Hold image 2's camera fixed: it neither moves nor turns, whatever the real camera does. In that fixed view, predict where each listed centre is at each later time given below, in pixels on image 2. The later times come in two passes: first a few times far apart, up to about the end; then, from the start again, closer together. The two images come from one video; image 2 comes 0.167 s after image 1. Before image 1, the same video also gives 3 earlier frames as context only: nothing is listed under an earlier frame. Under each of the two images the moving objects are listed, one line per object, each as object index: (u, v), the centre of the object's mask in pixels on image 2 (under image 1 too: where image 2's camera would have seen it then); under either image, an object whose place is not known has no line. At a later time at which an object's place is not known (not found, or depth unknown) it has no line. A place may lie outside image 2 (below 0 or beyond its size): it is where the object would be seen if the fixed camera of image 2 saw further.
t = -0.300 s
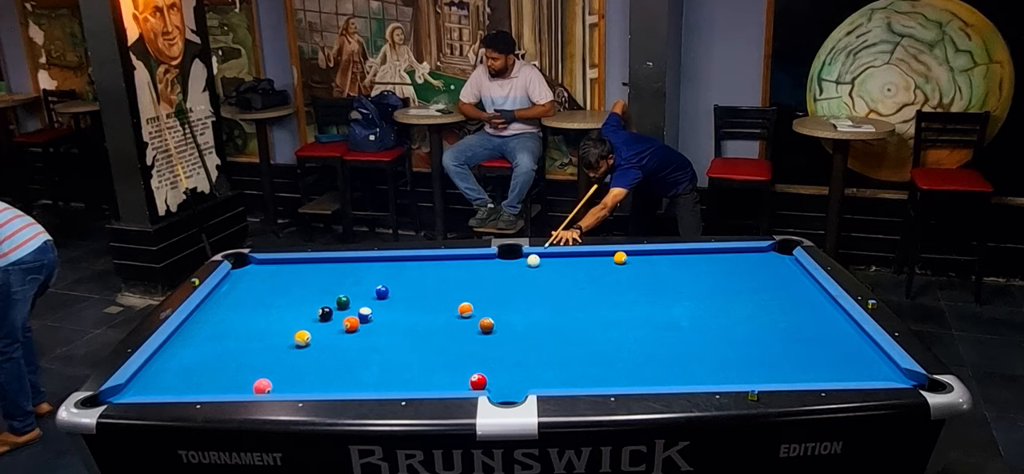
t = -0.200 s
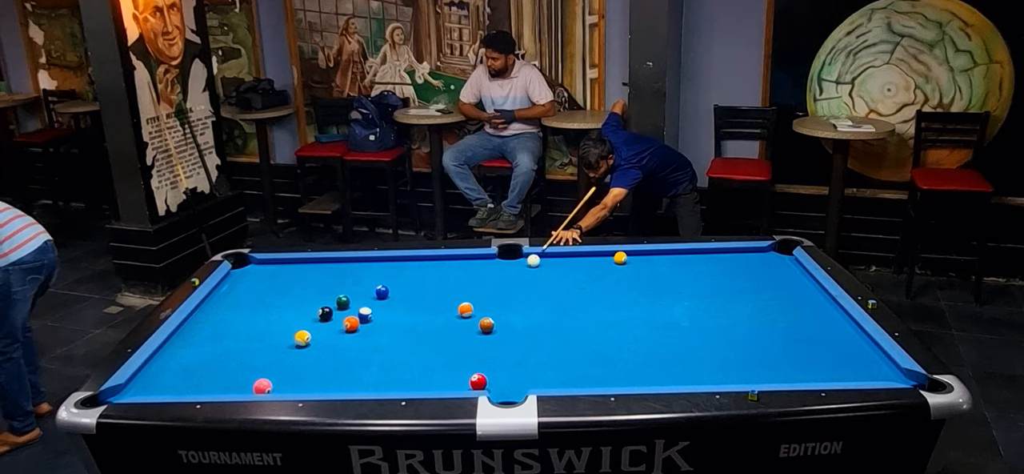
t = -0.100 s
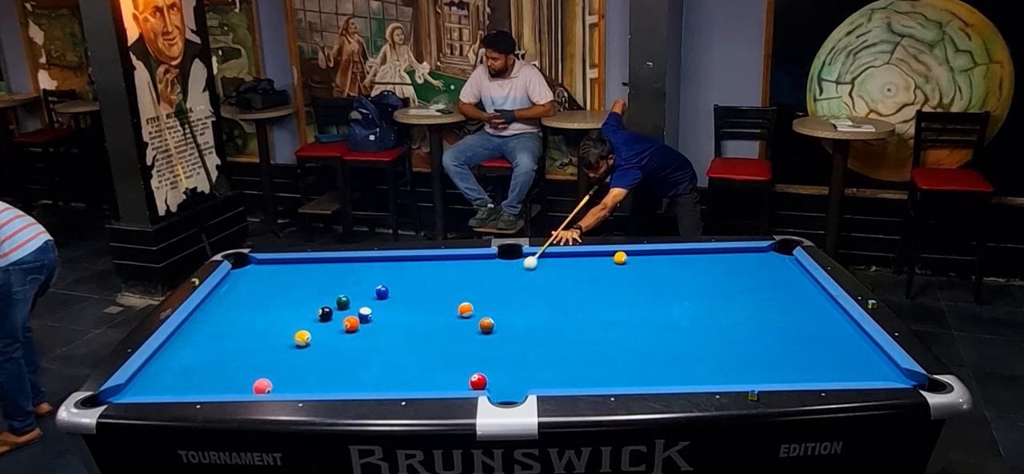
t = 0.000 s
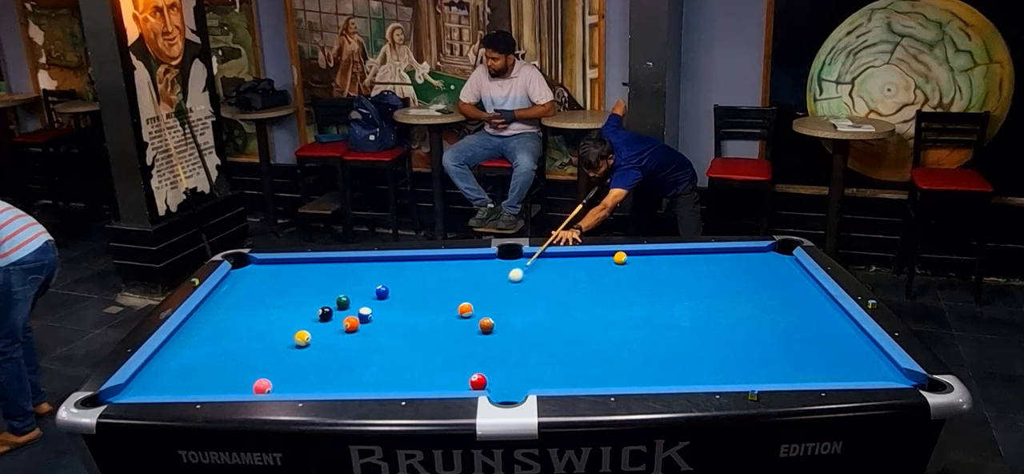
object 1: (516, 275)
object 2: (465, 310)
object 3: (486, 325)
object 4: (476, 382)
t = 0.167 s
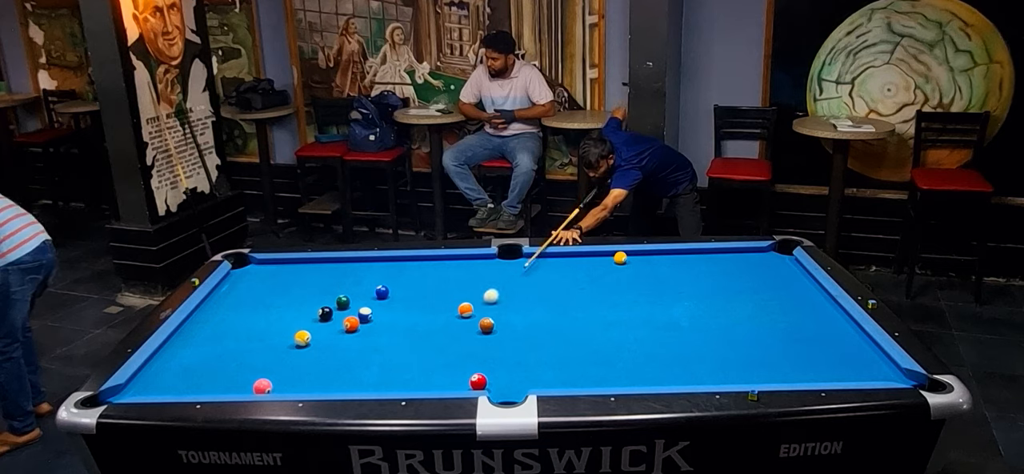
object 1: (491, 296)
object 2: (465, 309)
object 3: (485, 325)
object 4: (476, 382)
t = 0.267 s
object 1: (481, 308)
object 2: (458, 311)
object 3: (485, 325)
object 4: (476, 382)
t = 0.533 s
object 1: (491, 321)
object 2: (408, 324)
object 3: (486, 337)
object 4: (476, 382)
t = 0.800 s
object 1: (499, 326)
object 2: (360, 337)
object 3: (485, 357)
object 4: (476, 382)
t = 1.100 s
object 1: (507, 332)
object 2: (305, 350)
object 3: (488, 375)
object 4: (474, 384)
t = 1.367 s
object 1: (514, 337)
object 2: (255, 363)
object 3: (500, 382)
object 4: (469, 384)
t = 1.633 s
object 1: (520, 341)
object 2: (204, 376)
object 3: (510, 387)
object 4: (466, 379)
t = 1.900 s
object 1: (524, 344)
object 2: (154, 388)
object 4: (465, 373)
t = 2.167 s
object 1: (529, 347)
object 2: (104, 403)
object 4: (464, 369)
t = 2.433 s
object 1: (532, 349)
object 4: (463, 367)
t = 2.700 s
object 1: (535, 351)
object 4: (462, 365)
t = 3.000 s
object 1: (536, 352)
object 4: (462, 363)
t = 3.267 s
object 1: (536, 352)
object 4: (462, 363)
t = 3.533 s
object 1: (536, 352)
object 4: (462, 363)
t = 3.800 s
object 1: (536, 352)
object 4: (462, 363)
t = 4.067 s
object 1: (536, 352)
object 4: (462, 363)
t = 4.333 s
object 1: (536, 352)
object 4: (462, 363)
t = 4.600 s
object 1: (536, 352)
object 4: (462, 363)
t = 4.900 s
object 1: (536, 352)
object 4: (462, 363)
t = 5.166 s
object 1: (536, 352)
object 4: (462, 363)
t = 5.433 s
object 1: (536, 352)
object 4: (462, 363)
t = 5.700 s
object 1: (536, 352)
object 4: (462, 363)
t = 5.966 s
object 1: (536, 352)
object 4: (462, 363)
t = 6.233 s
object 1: (536, 352)
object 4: (462, 363)
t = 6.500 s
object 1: (536, 352)
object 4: (462, 363)
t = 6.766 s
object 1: (536, 352)
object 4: (462, 363)
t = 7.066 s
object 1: (536, 352)
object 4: (462, 363)
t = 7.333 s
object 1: (536, 352)
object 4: (462, 363)
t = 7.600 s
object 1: (536, 352)
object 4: (462, 363)
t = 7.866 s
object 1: (536, 352)
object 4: (462, 363)
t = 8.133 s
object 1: (536, 352)
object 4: (462, 363)
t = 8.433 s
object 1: (536, 352)
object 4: (462, 363)
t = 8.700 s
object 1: (536, 352)
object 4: (462, 363)
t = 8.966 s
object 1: (536, 352)
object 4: (462, 363)
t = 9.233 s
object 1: (536, 352)
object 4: (462, 363)
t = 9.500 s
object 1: (536, 352)
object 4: (462, 363)
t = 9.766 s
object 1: (536, 352)
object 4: (462, 363)
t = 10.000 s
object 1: (536, 352)
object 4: (462, 363)
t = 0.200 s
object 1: (485, 300)
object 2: (465, 309)
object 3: (485, 325)
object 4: (476, 382)
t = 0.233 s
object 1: (480, 305)
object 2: (465, 309)
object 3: (485, 325)
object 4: (476, 382)
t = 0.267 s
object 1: (481, 308)
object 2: (458, 311)
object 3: (485, 325)
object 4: (476, 382)
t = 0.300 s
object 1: (483, 310)
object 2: (451, 313)
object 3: (485, 325)
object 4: (476, 382)
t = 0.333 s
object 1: (485, 313)
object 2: (444, 315)
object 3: (486, 325)
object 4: (476, 382)
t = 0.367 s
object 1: (486, 314)
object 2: (438, 316)
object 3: (486, 325)
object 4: (476, 382)
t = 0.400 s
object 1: (487, 316)
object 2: (432, 318)
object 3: (485, 327)
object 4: (476, 382)
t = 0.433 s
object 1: (488, 317)
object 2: (426, 319)
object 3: (485, 330)
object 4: (476, 382)
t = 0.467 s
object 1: (489, 318)
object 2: (420, 321)
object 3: (485, 333)
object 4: (476, 382)
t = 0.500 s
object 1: (490, 319)
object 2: (414, 323)
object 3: (485, 335)
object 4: (476, 382)
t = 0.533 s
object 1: (491, 321)
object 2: (408, 324)
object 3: (486, 337)
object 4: (476, 382)
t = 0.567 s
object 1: (492, 321)
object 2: (402, 325)
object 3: (485, 339)
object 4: (476, 382)
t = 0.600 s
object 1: (493, 322)
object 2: (396, 327)
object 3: (485, 342)
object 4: (476, 382)
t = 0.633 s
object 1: (494, 323)
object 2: (390, 329)
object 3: (486, 344)
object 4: (476, 382)
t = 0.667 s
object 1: (495, 323)
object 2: (384, 330)
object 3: (486, 346)
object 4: (476, 382)
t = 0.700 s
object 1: (496, 324)
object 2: (378, 332)
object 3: (486, 349)
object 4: (476, 382)
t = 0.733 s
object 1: (497, 325)
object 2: (372, 333)
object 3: (486, 351)
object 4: (476, 382)
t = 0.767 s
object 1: (498, 325)
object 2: (366, 335)
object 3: (485, 354)
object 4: (476, 382)
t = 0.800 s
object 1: (499, 326)
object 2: (360, 337)
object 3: (485, 357)
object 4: (476, 382)
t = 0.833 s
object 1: (500, 327)
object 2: (354, 338)
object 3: (486, 359)
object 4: (476, 382)
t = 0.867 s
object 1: (501, 328)
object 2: (348, 339)
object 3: (485, 361)
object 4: (476, 382)
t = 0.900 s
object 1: (502, 328)
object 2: (342, 341)
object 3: (486, 363)
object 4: (476, 382)
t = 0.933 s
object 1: (503, 329)
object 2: (335, 343)
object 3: (486, 366)
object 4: (476, 382)
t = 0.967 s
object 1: (504, 330)
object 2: (329, 344)
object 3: (486, 368)
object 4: (476, 382)
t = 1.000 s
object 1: (505, 330)
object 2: (323, 346)
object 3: (487, 370)
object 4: (476, 382)
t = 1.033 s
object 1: (506, 331)
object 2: (317, 347)
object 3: (487, 373)
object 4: (476, 382)
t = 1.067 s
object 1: (506, 332)
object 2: (311, 349)
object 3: (488, 374)
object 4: (475, 382)
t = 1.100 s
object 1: (507, 332)
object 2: (305, 350)
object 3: (488, 375)
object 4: (474, 384)
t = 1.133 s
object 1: (508, 333)
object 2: (298, 352)
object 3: (490, 376)
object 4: (473, 385)
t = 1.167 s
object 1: (509, 333)
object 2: (292, 353)
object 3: (491, 377)
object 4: (472, 385)
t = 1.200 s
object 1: (510, 334)
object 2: (286, 355)
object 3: (493, 378)
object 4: (471, 385)
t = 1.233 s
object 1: (511, 335)
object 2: (280, 357)
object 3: (494, 379)
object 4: (471, 385)
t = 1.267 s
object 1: (512, 335)
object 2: (273, 358)
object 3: (496, 379)
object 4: (471, 385)
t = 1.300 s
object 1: (512, 336)
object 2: (267, 360)
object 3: (497, 380)
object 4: (470, 385)
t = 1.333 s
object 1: (513, 336)
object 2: (261, 361)
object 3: (498, 381)
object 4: (469, 385)
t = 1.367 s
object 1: (514, 337)
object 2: (255, 363)
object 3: (500, 382)
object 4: (469, 384)
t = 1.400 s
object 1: (515, 337)
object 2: (249, 365)
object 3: (501, 382)
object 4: (468, 383)
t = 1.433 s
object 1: (515, 338)
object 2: (242, 366)
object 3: (502, 383)
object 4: (468, 383)
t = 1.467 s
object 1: (516, 338)
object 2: (236, 367)
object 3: (504, 384)
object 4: (467, 382)
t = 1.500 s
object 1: (517, 339)
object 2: (230, 369)
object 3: (505, 385)
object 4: (467, 382)
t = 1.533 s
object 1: (517, 339)
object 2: (223, 371)
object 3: (506, 385)
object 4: (467, 381)
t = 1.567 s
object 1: (518, 340)
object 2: (217, 372)
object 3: (507, 386)
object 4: (467, 381)
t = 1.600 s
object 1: (519, 340)
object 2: (211, 374)
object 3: (509, 387)
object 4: (466, 380)
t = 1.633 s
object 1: (520, 341)
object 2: (204, 376)
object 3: (510, 387)
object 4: (466, 379)
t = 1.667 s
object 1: (520, 341)
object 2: (198, 378)
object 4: (466, 378)
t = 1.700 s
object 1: (521, 342)
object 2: (192, 379)
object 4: (466, 378)
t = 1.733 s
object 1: (522, 342)
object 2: (186, 381)
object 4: (466, 376)
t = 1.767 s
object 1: (522, 343)
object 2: (179, 383)
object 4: (466, 375)
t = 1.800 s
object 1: (523, 343)
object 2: (173, 384)
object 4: (465, 376)
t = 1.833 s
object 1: (523, 344)
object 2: (166, 386)
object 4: (465, 374)
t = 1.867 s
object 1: (524, 344)
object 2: (161, 387)
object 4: (465, 374)
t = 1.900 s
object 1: (524, 344)
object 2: (154, 388)
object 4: (465, 373)
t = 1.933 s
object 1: (525, 345)
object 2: (147, 389)
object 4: (465, 373)
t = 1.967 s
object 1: (526, 345)
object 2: (141, 390)
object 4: (465, 372)
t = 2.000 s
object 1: (526, 346)
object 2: (135, 391)
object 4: (465, 372)
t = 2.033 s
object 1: (527, 346)
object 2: (128, 393)
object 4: (464, 371)
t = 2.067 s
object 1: (527, 346)
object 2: (122, 394)
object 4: (464, 371)
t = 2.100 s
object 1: (528, 347)
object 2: (116, 396)
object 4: (464, 370)
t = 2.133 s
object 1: (528, 347)
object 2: (110, 399)
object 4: (464, 370)
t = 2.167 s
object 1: (529, 347)
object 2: (104, 403)
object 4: (464, 369)
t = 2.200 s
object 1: (529, 347)
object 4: (464, 369)
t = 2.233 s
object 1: (530, 348)
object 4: (464, 369)
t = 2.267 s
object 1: (530, 348)
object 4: (464, 368)
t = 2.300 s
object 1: (530, 348)
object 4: (463, 368)
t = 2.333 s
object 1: (531, 349)
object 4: (463, 367)
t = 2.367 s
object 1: (531, 349)
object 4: (463, 367)
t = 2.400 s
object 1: (532, 349)
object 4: (463, 367)
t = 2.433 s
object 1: (532, 349)
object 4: (463, 367)
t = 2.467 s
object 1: (532, 349)
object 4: (463, 366)
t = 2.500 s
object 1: (533, 350)
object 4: (463, 366)
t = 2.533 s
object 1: (533, 350)
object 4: (463, 366)
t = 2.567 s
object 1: (534, 350)
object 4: (463, 366)
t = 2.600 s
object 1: (534, 350)
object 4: (463, 365)
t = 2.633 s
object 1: (534, 350)
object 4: (463, 365)
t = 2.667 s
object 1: (534, 351)
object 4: (462, 365)
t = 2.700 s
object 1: (535, 351)
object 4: (462, 365)
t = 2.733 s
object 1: (535, 351)
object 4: (462, 364)
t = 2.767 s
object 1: (535, 351)
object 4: (462, 364)
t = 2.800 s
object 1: (535, 351)
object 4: (462, 364)
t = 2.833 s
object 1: (535, 351)
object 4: (462, 364)
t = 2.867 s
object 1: (536, 351)
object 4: (462, 364)
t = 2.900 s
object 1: (536, 352)
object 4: (462, 364)
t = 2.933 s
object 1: (536, 352)
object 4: (462, 363)
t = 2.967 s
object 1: (536, 352)
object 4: (462, 363)
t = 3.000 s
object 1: (536, 352)
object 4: (462, 363)
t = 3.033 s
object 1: (536, 352)
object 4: (462, 363)
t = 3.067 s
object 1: (536, 352)
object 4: (462, 363)
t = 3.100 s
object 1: (536, 352)
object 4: (462, 363)
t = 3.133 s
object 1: (536, 352)
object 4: (462, 363)
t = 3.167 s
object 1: (536, 352)
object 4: (462, 363)
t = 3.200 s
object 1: (536, 352)
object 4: (462, 363)
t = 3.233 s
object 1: (536, 352)
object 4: (462, 363)
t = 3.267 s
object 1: (536, 352)
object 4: (462, 363)
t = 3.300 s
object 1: (536, 352)
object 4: (462, 363)
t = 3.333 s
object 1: (536, 352)
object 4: (462, 363)
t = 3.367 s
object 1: (536, 352)
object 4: (462, 363)
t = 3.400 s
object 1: (536, 352)
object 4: (462, 363)
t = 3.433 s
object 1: (536, 352)
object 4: (462, 363)
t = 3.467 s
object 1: (536, 352)
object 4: (462, 363)
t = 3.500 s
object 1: (536, 352)
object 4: (462, 363)
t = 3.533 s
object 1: (536, 352)
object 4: (462, 363)
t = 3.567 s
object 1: (536, 352)
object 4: (462, 363)
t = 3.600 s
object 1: (536, 352)
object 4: (462, 363)
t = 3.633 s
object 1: (536, 352)
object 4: (462, 363)
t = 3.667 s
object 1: (536, 352)
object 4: (462, 363)
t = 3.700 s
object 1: (536, 352)
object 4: (462, 363)
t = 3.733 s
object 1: (536, 352)
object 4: (462, 363)
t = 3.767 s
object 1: (536, 352)
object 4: (462, 363)
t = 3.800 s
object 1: (536, 352)
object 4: (462, 363)
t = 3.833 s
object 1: (536, 352)
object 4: (462, 363)
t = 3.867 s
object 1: (536, 352)
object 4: (462, 363)
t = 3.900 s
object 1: (536, 352)
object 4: (462, 363)
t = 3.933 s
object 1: (536, 352)
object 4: (462, 363)
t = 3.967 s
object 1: (536, 352)
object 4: (462, 363)
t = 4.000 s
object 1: (536, 352)
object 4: (462, 363)
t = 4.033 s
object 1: (536, 352)
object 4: (462, 363)
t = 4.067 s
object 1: (536, 352)
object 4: (462, 363)
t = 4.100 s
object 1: (536, 352)
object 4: (462, 363)
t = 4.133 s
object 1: (536, 352)
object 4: (462, 363)
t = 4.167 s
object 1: (536, 352)
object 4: (462, 363)
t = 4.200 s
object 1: (536, 352)
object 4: (462, 363)
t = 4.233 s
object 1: (536, 352)
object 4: (462, 363)
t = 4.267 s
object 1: (536, 352)
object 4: (462, 363)
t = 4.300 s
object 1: (536, 352)
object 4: (462, 363)
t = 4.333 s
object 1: (536, 352)
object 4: (462, 363)
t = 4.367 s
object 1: (536, 352)
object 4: (462, 363)
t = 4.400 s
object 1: (536, 352)
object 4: (462, 363)
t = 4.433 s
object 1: (536, 352)
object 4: (462, 363)
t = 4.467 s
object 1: (536, 352)
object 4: (462, 363)
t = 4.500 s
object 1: (536, 352)
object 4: (462, 363)
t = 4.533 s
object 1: (536, 352)
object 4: (462, 363)
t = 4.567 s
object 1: (536, 352)
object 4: (462, 363)
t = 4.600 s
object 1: (536, 352)
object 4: (462, 363)
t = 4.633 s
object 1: (536, 352)
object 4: (462, 363)
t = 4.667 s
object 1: (536, 352)
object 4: (462, 363)
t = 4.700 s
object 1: (536, 352)
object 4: (462, 363)
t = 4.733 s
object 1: (536, 352)
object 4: (462, 363)
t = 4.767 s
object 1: (536, 352)
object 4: (462, 363)
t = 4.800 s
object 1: (536, 352)
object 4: (462, 363)
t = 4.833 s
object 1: (536, 352)
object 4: (462, 363)
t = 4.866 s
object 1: (536, 352)
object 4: (462, 363)
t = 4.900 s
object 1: (536, 352)
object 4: (462, 363)
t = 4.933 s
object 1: (536, 352)
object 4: (462, 363)
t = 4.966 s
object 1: (536, 352)
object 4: (462, 363)
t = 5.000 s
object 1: (536, 352)
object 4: (462, 363)
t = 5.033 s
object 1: (536, 352)
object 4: (462, 363)
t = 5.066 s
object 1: (536, 352)
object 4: (462, 363)
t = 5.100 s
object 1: (536, 352)
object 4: (462, 363)
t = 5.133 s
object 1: (536, 352)
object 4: (462, 363)
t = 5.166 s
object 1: (536, 352)
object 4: (462, 363)
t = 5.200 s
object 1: (536, 352)
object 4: (462, 363)
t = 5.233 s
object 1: (536, 352)
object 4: (462, 363)
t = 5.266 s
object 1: (536, 352)
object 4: (462, 363)
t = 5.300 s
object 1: (536, 352)
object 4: (462, 363)
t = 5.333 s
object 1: (536, 352)
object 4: (462, 363)
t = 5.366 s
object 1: (536, 352)
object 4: (462, 363)
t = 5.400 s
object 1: (536, 352)
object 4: (462, 363)
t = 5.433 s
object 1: (536, 352)
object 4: (462, 363)
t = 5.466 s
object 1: (536, 352)
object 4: (462, 363)
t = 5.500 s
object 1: (536, 352)
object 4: (462, 363)
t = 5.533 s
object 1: (536, 352)
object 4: (462, 363)
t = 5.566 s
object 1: (536, 352)
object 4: (462, 363)
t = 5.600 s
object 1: (536, 352)
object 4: (462, 363)
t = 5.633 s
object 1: (536, 352)
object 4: (462, 363)
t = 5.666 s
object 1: (536, 352)
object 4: (462, 363)
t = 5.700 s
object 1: (536, 352)
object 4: (462, 363)
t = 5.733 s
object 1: (536, 352)
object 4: (462, 363)
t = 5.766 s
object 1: (536, 352)
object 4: (462, 363)
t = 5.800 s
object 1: (536, 352)
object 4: (462, 363)
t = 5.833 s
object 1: (536, 352)
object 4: (462, 363)
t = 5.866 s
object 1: (536, 352)
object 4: (462, 363)
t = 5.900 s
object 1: (536, 352)
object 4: (462, 363)
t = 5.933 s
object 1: (536, 352)
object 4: (462, 363)
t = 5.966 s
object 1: (536, 352)
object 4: (462, 363)
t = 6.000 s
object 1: (536, 352)
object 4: (462, 363)
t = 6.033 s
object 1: (536, 352)
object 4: (462, 363)
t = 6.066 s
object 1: (536, 352)
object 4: (462, 363)
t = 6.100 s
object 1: (536, 352)
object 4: (462, 363)
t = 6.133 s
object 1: (536, 352)
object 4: (462, 363)
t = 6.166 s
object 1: (536, 352)
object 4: (462, 363)
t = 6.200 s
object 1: (536, 352)
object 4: (462, 363)
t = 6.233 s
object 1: (536, 352)
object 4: (462, 363)
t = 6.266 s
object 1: (536, 352)
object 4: (462, 363)
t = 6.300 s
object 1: (536, 352)
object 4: (462, 363)
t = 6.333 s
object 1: (536, 352)
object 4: (462, 363)
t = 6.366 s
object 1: (536, 352)
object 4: (462, 363)
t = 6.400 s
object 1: (536, 352)
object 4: (462, 363)
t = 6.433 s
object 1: (536, 352)
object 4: (462, 363)
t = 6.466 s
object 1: (536, 352)
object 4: (462, 363)
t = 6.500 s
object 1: (536, 352)
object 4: (462, 363)
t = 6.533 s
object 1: (536, 352)
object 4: (462, 363)
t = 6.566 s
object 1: (536, 352)
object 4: (462, 363)
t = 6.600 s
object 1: (536, 352)
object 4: (462, 363)
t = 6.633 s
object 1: (536, 352)
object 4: (462, 363)
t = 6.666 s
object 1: (536, 352)
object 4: (462, 363)
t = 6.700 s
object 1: (536, 352)
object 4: (462, 363)
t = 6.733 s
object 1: (536, 352)
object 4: (462, 363)
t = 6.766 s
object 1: (536, 352)
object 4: (462, 363)
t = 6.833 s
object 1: (536, 352)
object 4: (462, 363)
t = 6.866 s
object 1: (536, 352)
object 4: (462, 363)
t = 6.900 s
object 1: (536, 352)
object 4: (462, 363)
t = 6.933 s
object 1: (536, 352)
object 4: (462, 363)
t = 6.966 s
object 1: (536, 352)
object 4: (462, 363)
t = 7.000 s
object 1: (536, 352)
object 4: (462, 363)
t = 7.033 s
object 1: (536, 352)
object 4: (462, 363)
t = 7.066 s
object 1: (536, 352)
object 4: (462, 363)
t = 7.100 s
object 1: (536, 352)
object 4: (462, 363)
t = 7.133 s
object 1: (536, 352)
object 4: (462, 363)
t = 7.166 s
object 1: (536, 352)
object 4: (462, 363)
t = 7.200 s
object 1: (536, 352)
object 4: (462, 363)
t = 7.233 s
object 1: (536, 352)
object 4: (462, 363)
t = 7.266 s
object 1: (536, 352)
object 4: (462, 363)
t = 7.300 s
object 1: (536, 352)
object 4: (462, 363)
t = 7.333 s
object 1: (536, 352)
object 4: (462, 363)
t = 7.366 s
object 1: (536, 352)
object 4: (462, 363)
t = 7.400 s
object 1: (536, 352)
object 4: (462, 363)
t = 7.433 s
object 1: (536, 352)
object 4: (462, 363)
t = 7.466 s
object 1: (536, 352)
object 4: (462, 363)
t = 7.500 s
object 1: (536, 352)
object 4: (462, 363)
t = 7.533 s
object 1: (536, 352)
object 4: (462, 363)
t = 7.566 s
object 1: (536, 352)
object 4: (462, 363)
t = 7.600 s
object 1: (536, 352)
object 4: (462, 363)
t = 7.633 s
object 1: (536, 352)
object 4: (462, 363)
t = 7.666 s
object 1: (536, 352)
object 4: (462, 363)
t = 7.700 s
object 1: (536, 352)
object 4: (462, 363)
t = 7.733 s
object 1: (536, 352)
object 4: (462, 363)
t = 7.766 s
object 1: (536, 352)
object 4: (462, 363)
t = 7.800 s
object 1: (536, 352)
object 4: (462, 363)
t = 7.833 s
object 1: (536, 352)
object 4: (462, 363)
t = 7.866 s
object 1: (536, 352)
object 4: (462, 363)
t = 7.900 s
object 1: (536, 352)
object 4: (462, 363)
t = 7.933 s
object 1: (536, 352)
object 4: (462, 363)
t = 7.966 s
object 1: (536, 352)
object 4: (462, 363)
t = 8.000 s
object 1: (536, 352)
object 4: (462, 363)
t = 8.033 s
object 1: (536, 352)
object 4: (462, 363)
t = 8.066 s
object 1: (536, 352)
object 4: (462, 363)
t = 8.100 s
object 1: (536, 352)
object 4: (462, 363)
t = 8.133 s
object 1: (536, 352)
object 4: (462, 363)
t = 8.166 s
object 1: (536, 352)
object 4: (462, 363)
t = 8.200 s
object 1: (536, 352)
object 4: (462, 363)
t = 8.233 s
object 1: (536, 352)
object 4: (462, 363)
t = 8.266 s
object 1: (536, 352)
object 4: (462, 363)
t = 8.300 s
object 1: (536, 352)
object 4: (462, 363)
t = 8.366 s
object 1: (536, 352)
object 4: (462, 363)
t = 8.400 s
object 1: (536, 352)
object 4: (462, 363)
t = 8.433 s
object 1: (536, 352)
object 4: (462, 363)
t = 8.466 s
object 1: (536, 352)
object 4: (462, 363)
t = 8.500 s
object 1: (536, 352)
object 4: (462, 363)
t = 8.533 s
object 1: (536, 352)
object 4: (462, 363)
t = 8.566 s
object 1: (536, 352)
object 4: (462, 363)
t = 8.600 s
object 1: (536, 352)
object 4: (462, 363)
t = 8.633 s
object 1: (536, 352)
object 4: (462, 363)
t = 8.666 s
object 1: (536, 352)
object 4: (462, 363)
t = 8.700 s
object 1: (536, 352)
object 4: (462, 363)
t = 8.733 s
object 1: (536, 352)
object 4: (462, 363)
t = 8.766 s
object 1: (536, 352)
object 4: (462, 363)
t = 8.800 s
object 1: (536, 352)
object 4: (462, 363)
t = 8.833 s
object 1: (536, 352)
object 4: (462, 363)
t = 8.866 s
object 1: (536, 352)
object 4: (462, 363)
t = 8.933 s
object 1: (536, 352)
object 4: (462, 363)
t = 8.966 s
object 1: (536, 352)
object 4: (462, 363)
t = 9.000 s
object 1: (536, 352)
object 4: (462, 363)
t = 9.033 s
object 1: (536, 352)
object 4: (462, 363)
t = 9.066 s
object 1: (536, 352)
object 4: (462, 363)
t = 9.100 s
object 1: (536, 352)
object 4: (462, 363)
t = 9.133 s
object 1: (536, 352)
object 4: (462, 363)
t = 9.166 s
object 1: (536, 352)
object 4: (462, 363)
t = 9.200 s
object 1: (536, 352)
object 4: (462, 363)
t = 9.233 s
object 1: (536, 352)
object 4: (462, 363)
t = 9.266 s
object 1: (536, 352)
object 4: (462, 363)
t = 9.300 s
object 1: (536, 352)
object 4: (462, 363)
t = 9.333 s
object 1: (536, 352)
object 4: (462, 363)
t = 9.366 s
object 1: (536, 352)
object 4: (462, 363)
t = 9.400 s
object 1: (536, 352)
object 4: (462, 363)
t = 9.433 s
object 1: (536, 352)
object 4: (462, 363)
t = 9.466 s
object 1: (536, 352)
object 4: (462, 363)
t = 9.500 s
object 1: (536, 352)
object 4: (462, 363)
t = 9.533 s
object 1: (536, 352)
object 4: (462, 363)
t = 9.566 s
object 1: (536, 352)
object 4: (462, 363)
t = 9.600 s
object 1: (536, 352)
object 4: (462, 363)
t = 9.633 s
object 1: (536, 352)
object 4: (462, 363)
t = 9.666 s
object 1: (536, 352)
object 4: (462, 363)
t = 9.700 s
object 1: (536, 352)
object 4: (462, 363)
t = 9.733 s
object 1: (536, 352)
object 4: (462, 363)
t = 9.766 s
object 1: (536, 352)
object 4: (462, 363)
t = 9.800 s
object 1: (536, 352)
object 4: (462, 363)
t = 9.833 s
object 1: (536, 352)
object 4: (462, 363)
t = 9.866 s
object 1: (536, 352)
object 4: (462, 363)
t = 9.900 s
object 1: (536, 352)
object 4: (462, 363)
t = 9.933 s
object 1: (536, 352)
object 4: (462, 363)
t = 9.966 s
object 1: (536, 352)
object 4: (462, 363)
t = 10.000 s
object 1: (536, 352)
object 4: (462, 363)
